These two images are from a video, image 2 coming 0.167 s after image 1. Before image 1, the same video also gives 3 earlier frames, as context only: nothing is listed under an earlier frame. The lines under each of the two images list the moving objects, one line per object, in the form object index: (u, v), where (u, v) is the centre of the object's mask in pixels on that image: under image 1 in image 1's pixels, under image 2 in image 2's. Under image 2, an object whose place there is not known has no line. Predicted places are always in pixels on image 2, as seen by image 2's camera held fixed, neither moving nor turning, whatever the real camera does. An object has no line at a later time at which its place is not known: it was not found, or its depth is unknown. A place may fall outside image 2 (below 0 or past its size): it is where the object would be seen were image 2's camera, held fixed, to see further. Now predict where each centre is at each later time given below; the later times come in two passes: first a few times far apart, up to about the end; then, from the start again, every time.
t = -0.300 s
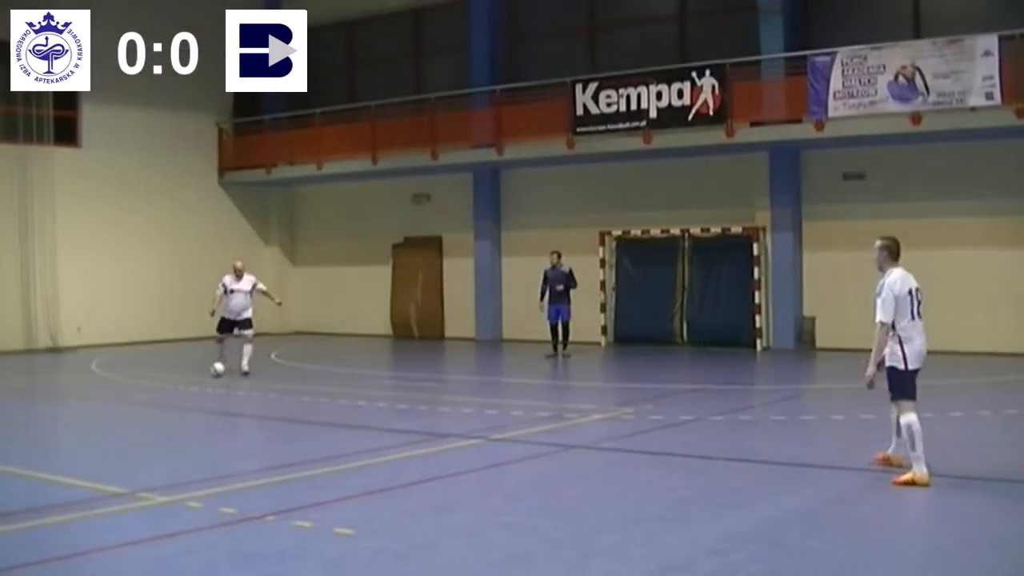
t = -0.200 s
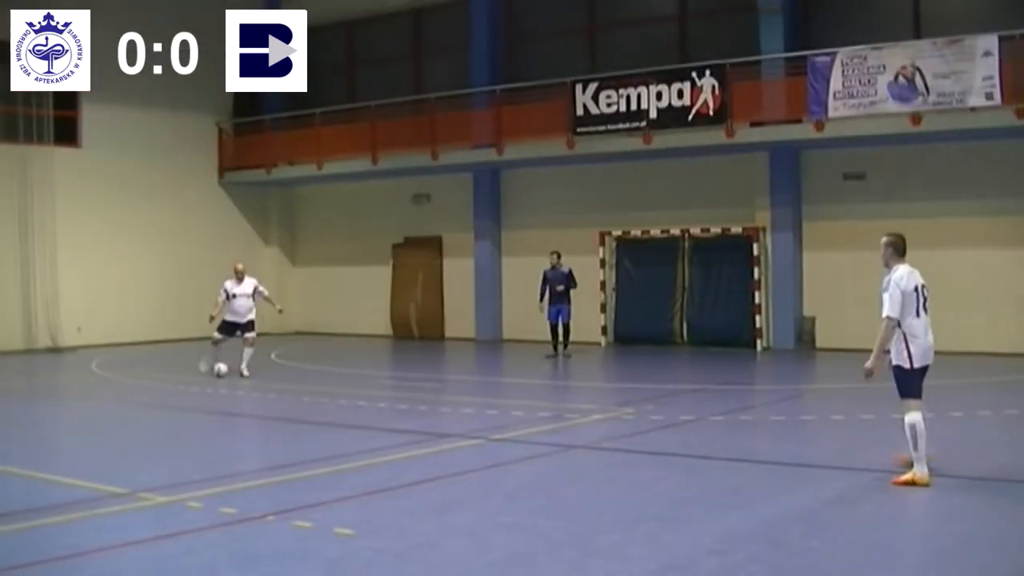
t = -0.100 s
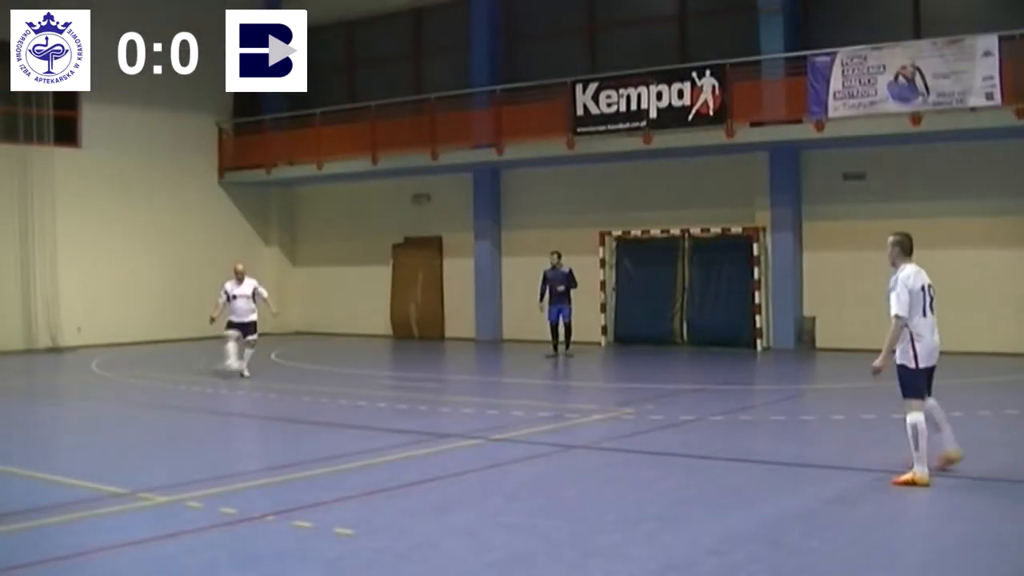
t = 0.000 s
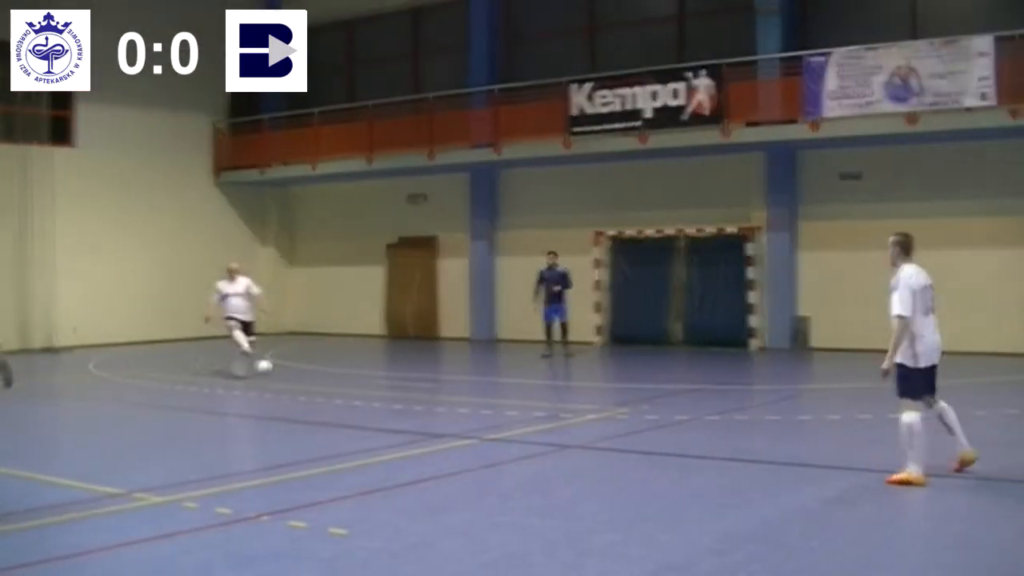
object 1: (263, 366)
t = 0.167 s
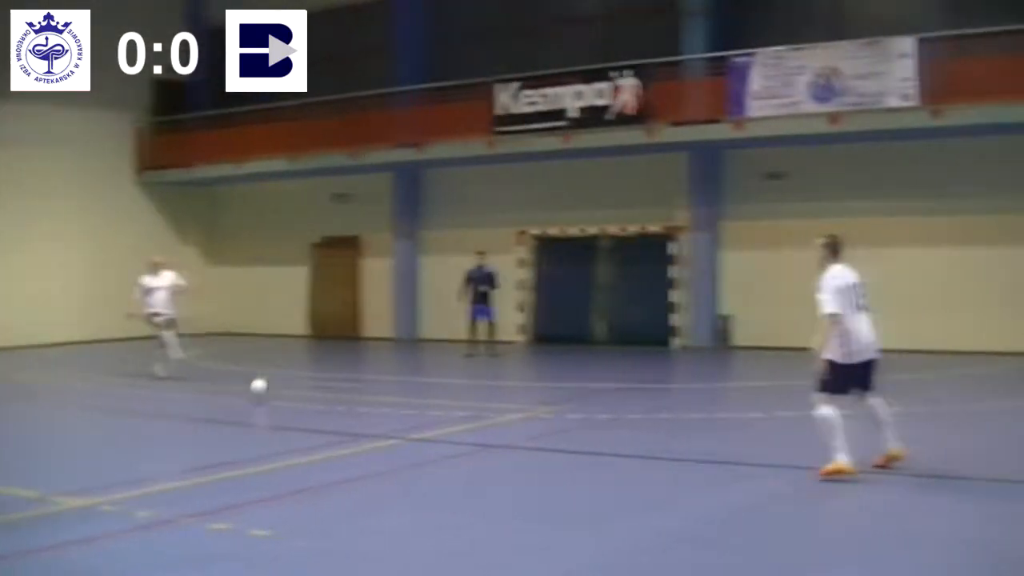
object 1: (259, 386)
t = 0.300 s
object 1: (330, 402)
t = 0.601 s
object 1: (505, 434)
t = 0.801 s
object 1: (640, 458)
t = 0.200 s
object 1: (278, 394)
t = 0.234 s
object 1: (293, 400)
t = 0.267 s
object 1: (312, 400)
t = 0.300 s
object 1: (330, 402)
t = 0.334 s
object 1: (346, 404)
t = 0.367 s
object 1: (364, 407)
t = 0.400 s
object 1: (384, 413)
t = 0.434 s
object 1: (402, 417)
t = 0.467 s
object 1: (422, 419)
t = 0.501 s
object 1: (441, 418)
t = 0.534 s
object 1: (460, 420)
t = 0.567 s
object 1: (480, 426)
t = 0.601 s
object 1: (505, 434)
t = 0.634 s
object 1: (523, 439)
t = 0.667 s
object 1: (546, 443)
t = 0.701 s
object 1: (569, 446)
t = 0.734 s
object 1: (592, 451)
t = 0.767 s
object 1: (615, 455)
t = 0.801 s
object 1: (640, 458)
